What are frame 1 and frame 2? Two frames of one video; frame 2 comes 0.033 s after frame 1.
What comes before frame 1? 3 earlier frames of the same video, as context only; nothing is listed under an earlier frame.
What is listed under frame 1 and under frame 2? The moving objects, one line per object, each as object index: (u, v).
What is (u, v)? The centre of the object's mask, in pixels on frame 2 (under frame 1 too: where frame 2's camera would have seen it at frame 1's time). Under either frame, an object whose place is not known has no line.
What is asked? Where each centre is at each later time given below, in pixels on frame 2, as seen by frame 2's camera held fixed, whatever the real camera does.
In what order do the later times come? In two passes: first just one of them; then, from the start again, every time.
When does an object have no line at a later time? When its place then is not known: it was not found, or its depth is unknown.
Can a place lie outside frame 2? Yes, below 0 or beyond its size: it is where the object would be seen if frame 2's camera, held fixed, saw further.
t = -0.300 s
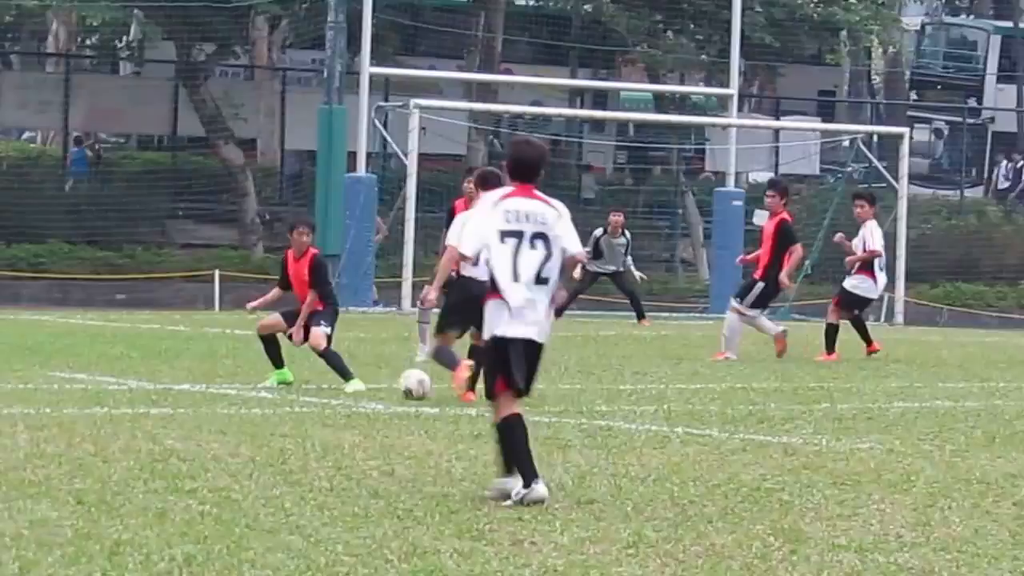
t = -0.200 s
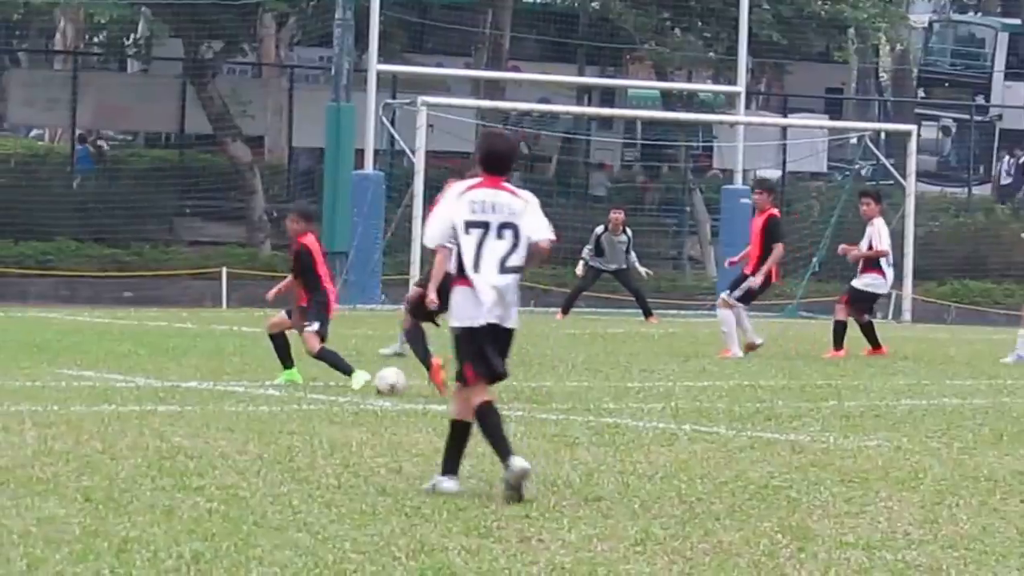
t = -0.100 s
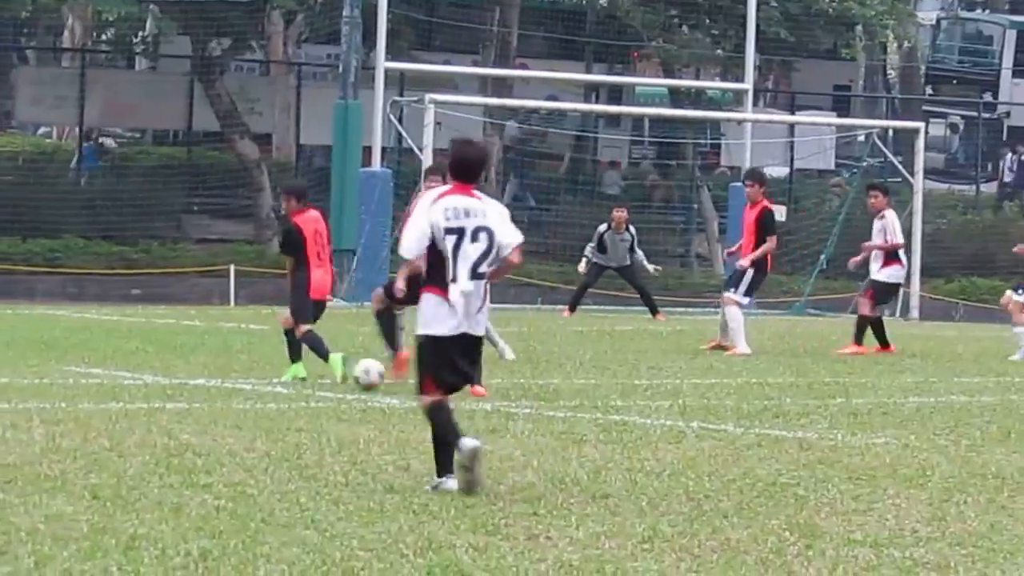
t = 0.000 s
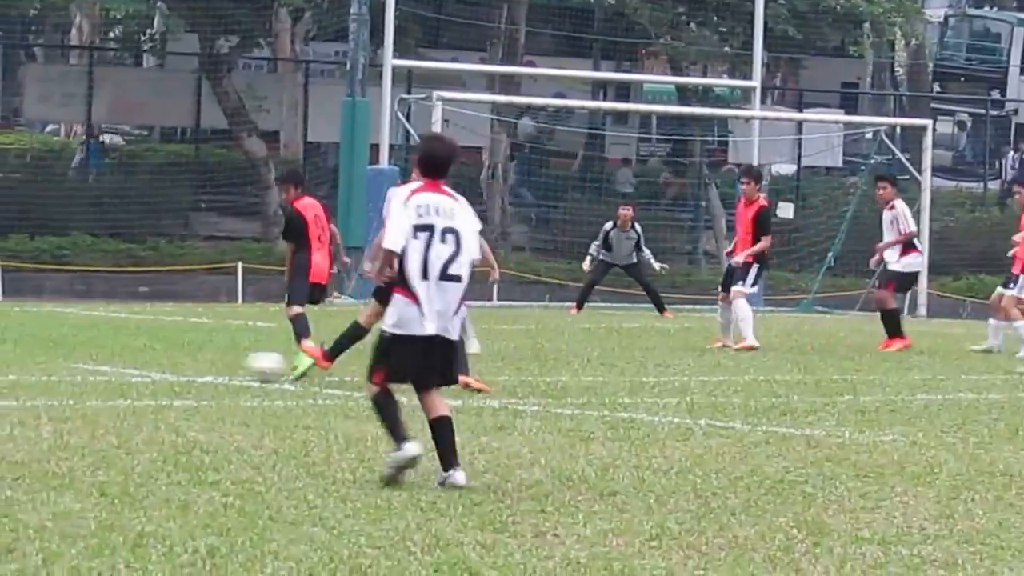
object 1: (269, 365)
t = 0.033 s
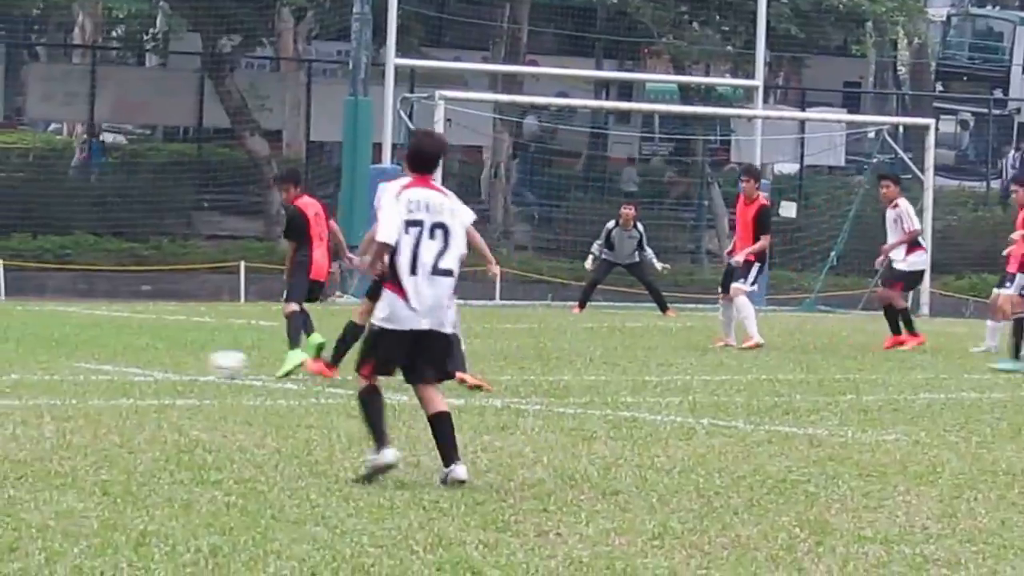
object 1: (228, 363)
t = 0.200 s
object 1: (54, 353)
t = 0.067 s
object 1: (190, 362)
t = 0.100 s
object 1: (154, 360)
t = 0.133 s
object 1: (119, 358)
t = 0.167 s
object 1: (86, 356)
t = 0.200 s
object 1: (54, 353)
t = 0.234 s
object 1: (22, 351)
